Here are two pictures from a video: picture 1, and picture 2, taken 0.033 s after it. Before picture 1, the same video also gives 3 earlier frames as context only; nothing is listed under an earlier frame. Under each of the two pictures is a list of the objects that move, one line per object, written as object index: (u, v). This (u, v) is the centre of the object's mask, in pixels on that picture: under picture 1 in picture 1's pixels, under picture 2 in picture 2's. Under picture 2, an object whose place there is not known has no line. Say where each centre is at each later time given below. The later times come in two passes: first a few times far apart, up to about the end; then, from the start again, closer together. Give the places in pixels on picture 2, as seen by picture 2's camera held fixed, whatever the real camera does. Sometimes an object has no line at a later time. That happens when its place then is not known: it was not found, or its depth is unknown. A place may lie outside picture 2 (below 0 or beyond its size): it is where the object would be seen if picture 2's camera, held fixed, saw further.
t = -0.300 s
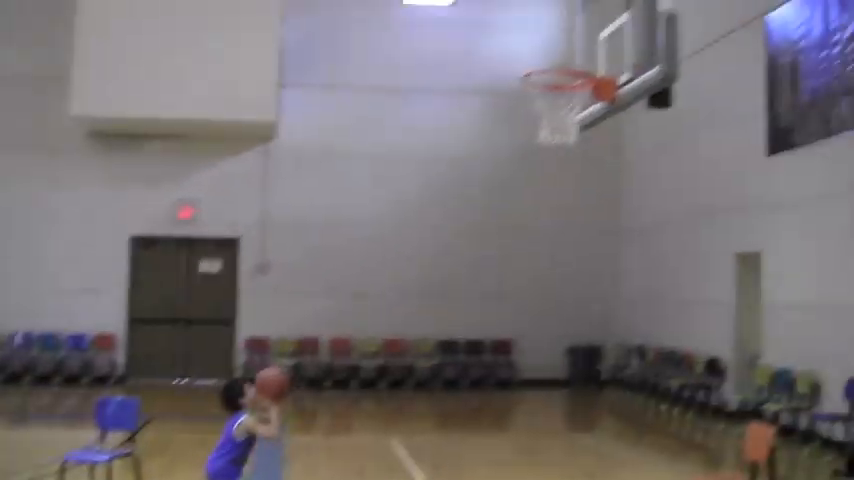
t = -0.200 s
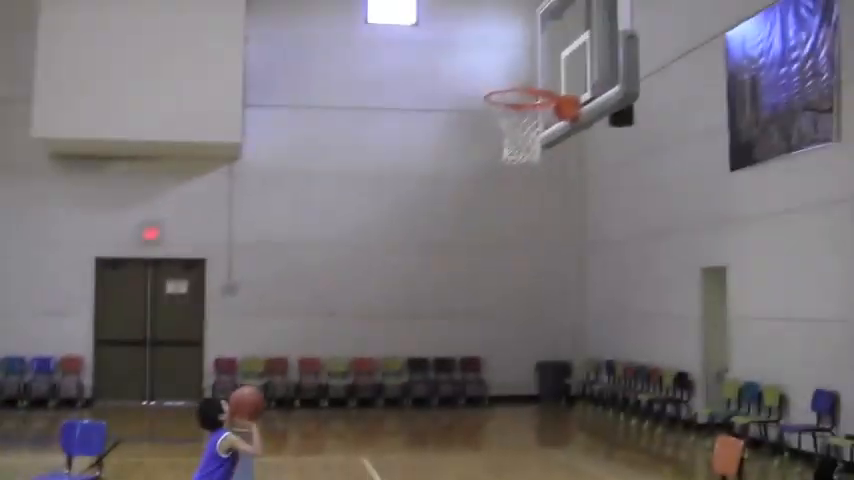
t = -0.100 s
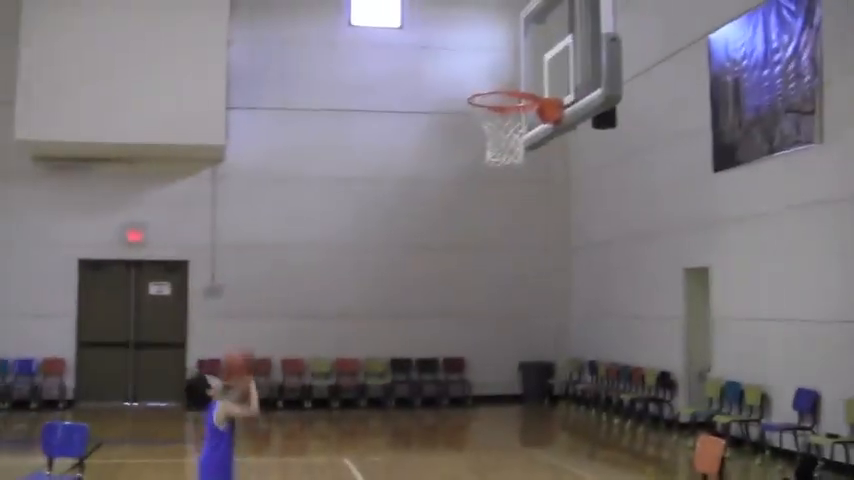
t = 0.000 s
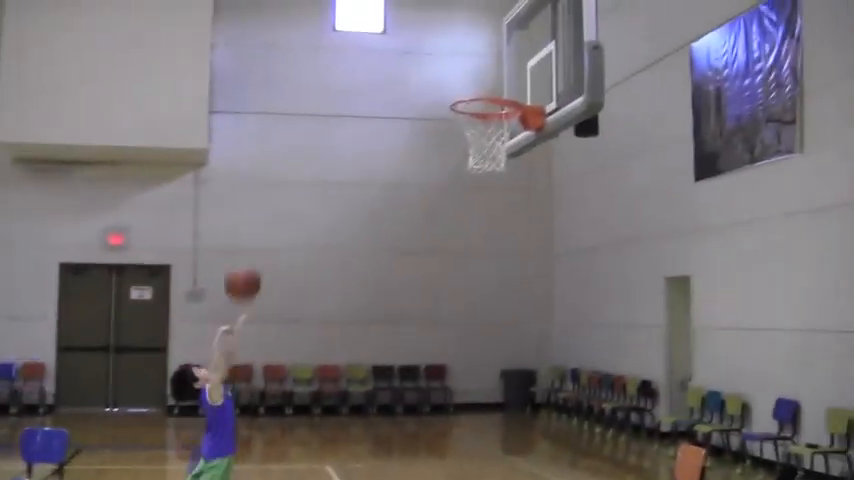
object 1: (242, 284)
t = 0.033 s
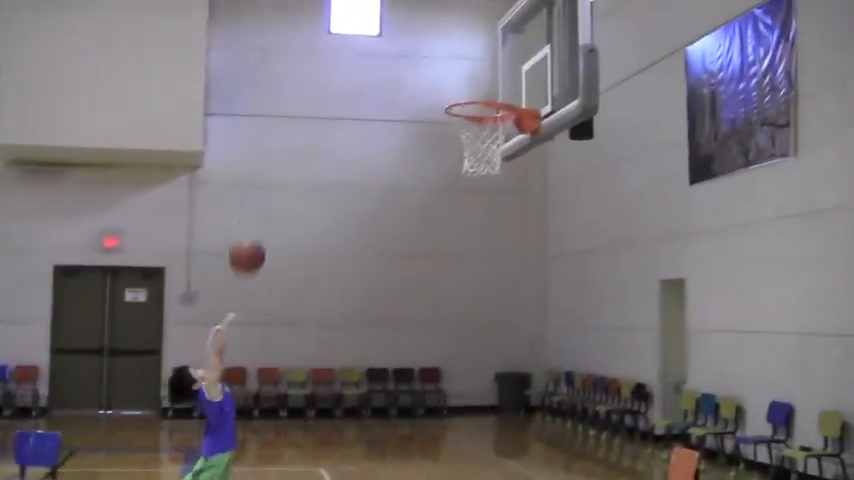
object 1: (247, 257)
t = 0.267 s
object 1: (314, 107)
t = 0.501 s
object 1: (371, 47)
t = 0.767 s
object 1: (436, 70)
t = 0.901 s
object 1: (469, 118)
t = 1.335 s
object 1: (552, 394)
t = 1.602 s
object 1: (590, 465)
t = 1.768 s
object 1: (610, 371)
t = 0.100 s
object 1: (266, 204)
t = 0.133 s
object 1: (275, 181)
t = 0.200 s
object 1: (295, 140)
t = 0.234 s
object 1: (306, 122)
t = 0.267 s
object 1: (314, 107)
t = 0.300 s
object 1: (321, 93)
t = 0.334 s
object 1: (327, 82)
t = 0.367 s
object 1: (338, 72)
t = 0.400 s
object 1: (348, 63)
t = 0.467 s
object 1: (362, 51)
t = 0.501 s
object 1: (371, 47)
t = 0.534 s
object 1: (381, 44)
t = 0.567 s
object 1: (389, 43)
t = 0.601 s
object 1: (397, 43)
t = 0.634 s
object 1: (406, 45)
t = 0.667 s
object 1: (415, 48)
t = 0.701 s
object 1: (422, 53)
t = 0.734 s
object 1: (428, 62)
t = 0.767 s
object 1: (436, 70)
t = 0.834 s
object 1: (451, 91)
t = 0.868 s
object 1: (460, 104)
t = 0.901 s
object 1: (469, 118)
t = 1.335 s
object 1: (552, 394)
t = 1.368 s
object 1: (556, 424)
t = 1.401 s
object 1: (563, 445)
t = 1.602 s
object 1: (590, 465)
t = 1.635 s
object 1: (594, 442)
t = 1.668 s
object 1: (599, 420)
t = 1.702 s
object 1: (602, 403)
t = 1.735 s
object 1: (605, 388)
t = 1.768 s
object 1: (610, 371)
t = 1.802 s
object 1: (614, 355)
